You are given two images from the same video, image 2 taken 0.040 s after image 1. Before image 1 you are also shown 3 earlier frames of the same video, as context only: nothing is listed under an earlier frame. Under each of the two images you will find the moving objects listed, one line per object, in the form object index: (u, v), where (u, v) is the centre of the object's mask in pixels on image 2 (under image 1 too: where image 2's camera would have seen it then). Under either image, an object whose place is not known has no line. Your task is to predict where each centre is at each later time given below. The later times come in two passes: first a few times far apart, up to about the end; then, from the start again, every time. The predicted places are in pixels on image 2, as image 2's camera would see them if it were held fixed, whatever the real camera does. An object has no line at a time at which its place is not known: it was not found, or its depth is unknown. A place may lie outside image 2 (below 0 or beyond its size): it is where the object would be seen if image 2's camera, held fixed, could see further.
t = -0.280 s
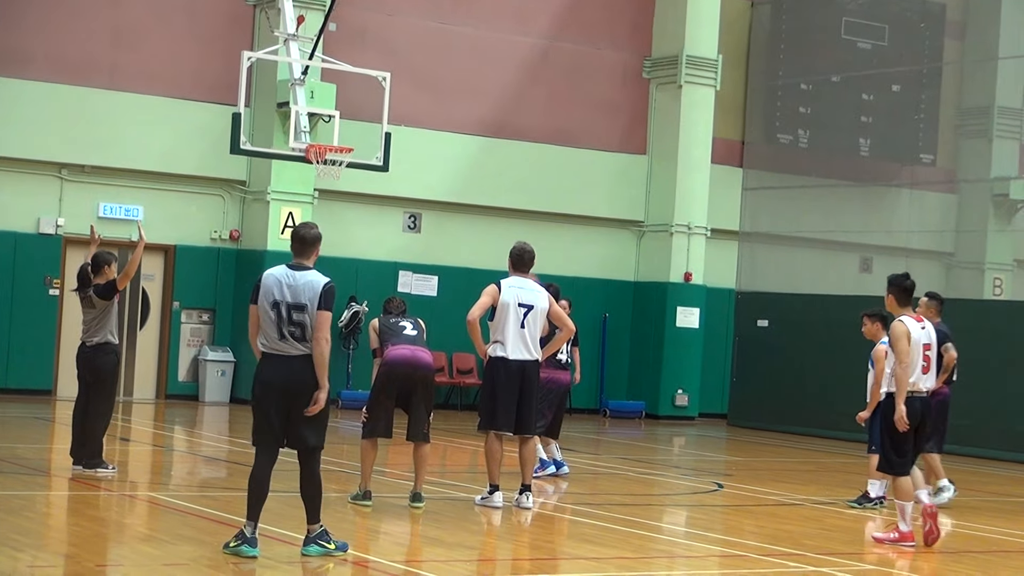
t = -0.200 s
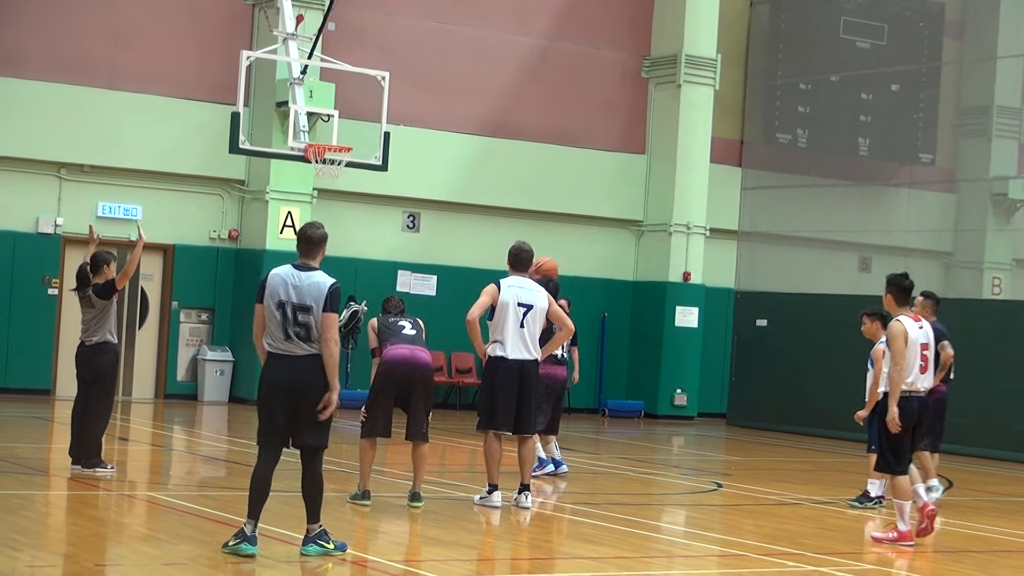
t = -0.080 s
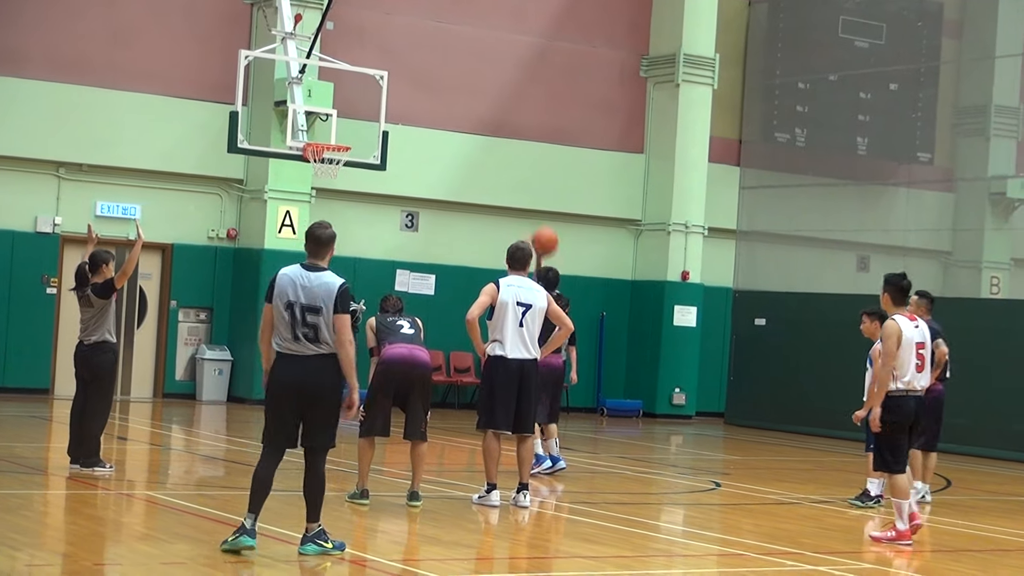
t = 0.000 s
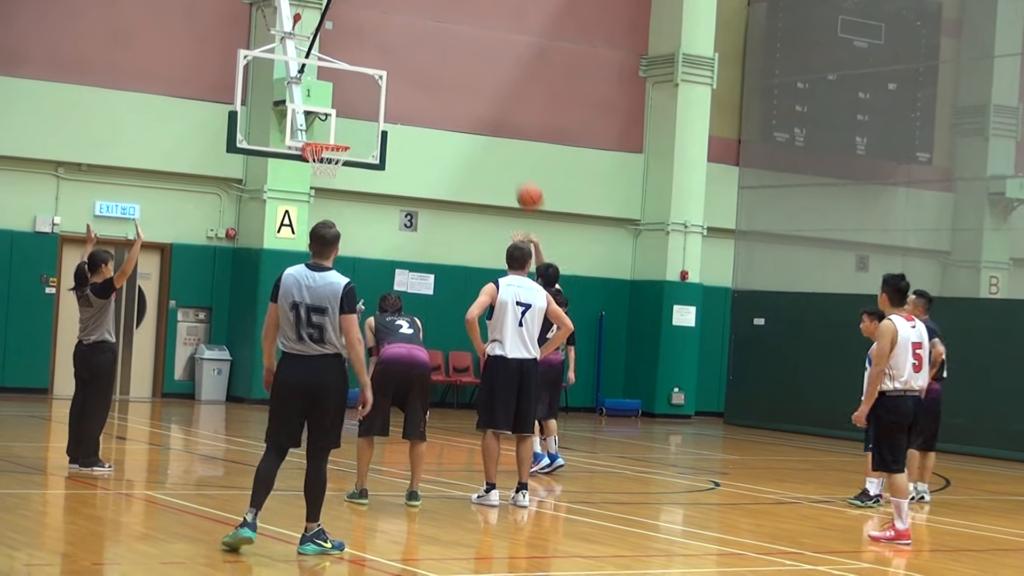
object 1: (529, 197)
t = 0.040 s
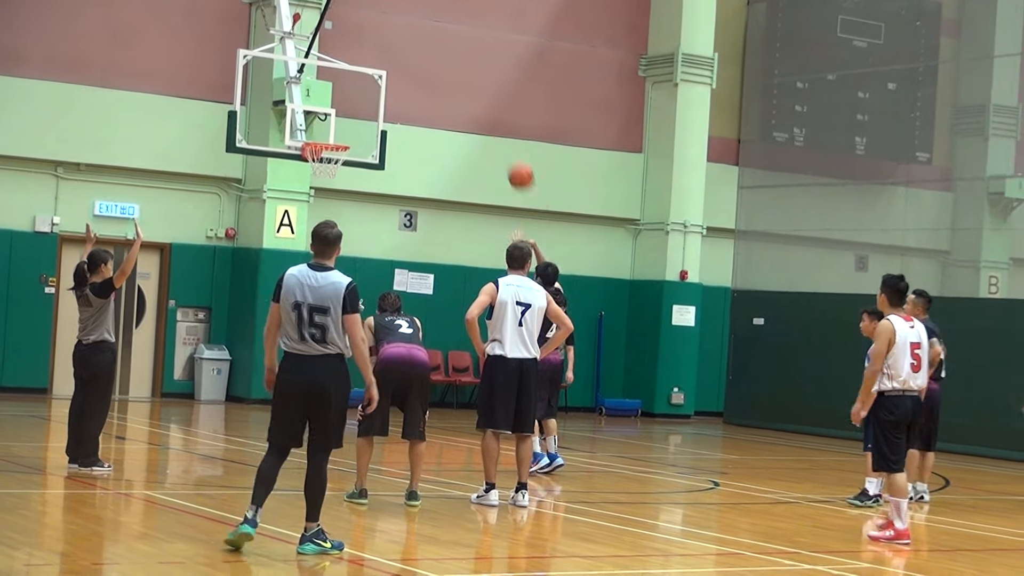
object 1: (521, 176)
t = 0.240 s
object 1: (479, 102)
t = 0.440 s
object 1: (440, 73)
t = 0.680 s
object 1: (395, 89)
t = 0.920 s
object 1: (362, 143)
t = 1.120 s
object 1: (394, 171)
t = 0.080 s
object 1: (512, 158)
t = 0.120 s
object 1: (504, 140)
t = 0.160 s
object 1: (496, 126)
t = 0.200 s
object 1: (488, 113)
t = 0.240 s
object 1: (479, 102)
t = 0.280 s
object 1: (471, 93)
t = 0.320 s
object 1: (463, 85)
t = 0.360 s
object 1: (455, 80)
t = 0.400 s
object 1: (447, 75)
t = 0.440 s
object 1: (440, 73)
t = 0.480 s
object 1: (432, 72)
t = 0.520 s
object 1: (424, 72)
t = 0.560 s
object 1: (416, 74)
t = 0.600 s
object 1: (409, 78)
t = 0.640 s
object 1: (402, 83)
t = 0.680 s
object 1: (395, 89)
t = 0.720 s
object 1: (386, 97)
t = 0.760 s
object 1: (379, 106)
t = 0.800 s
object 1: (372, 116)
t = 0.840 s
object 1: (364, 127)
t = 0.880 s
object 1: (357, 140)
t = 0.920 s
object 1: (362, 143)
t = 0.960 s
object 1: (369, 146)
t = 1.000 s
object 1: (375, 150)
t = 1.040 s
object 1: (382, 156)
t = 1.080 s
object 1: (388, 163)
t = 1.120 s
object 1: (394, 171)
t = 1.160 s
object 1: (400, 180)
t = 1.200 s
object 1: (406, 190)
